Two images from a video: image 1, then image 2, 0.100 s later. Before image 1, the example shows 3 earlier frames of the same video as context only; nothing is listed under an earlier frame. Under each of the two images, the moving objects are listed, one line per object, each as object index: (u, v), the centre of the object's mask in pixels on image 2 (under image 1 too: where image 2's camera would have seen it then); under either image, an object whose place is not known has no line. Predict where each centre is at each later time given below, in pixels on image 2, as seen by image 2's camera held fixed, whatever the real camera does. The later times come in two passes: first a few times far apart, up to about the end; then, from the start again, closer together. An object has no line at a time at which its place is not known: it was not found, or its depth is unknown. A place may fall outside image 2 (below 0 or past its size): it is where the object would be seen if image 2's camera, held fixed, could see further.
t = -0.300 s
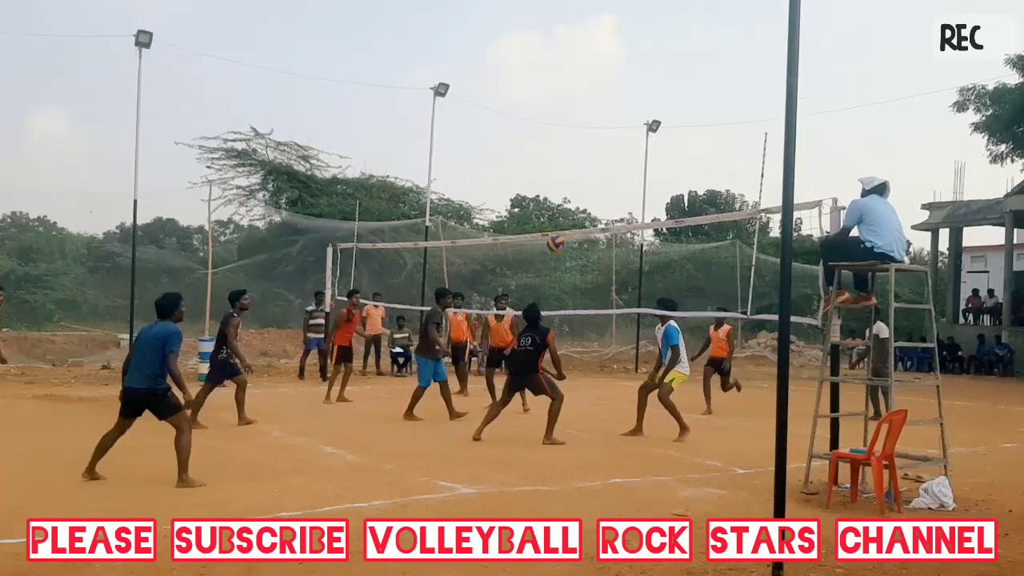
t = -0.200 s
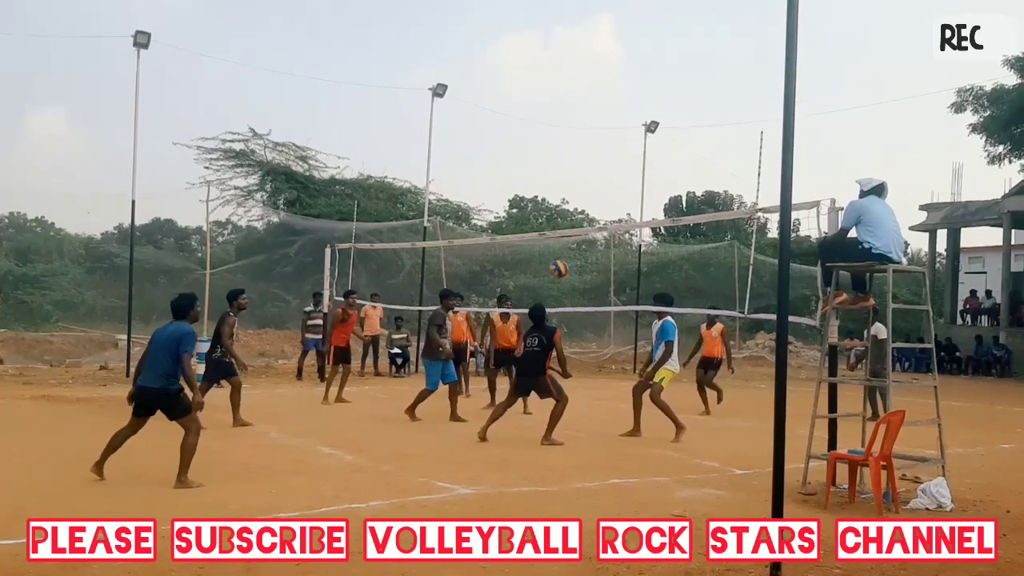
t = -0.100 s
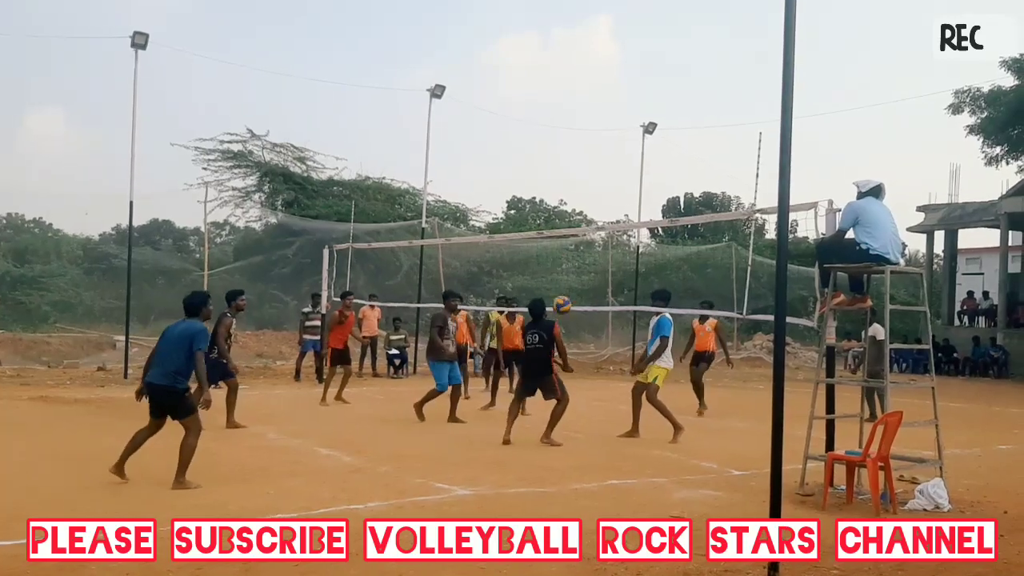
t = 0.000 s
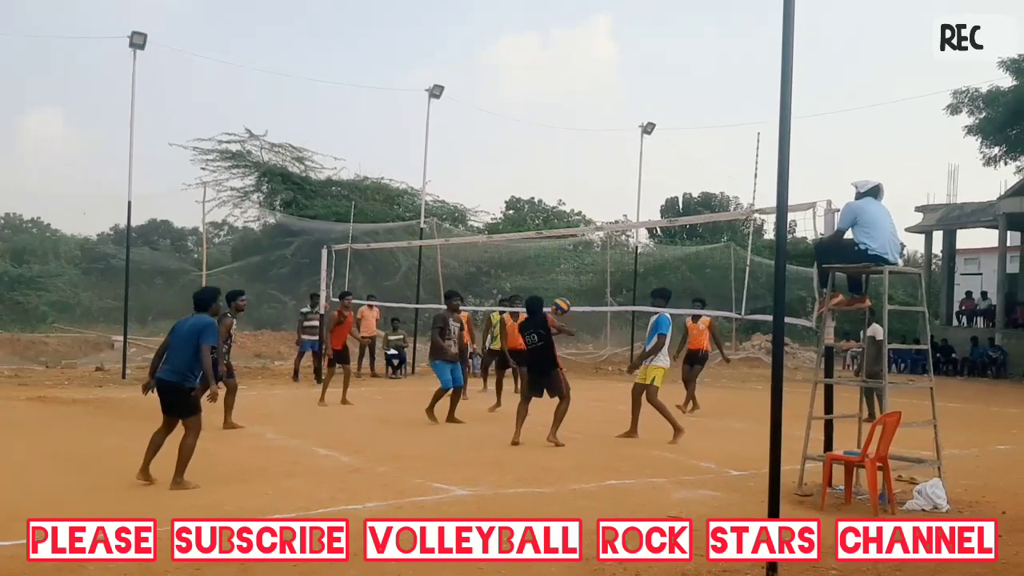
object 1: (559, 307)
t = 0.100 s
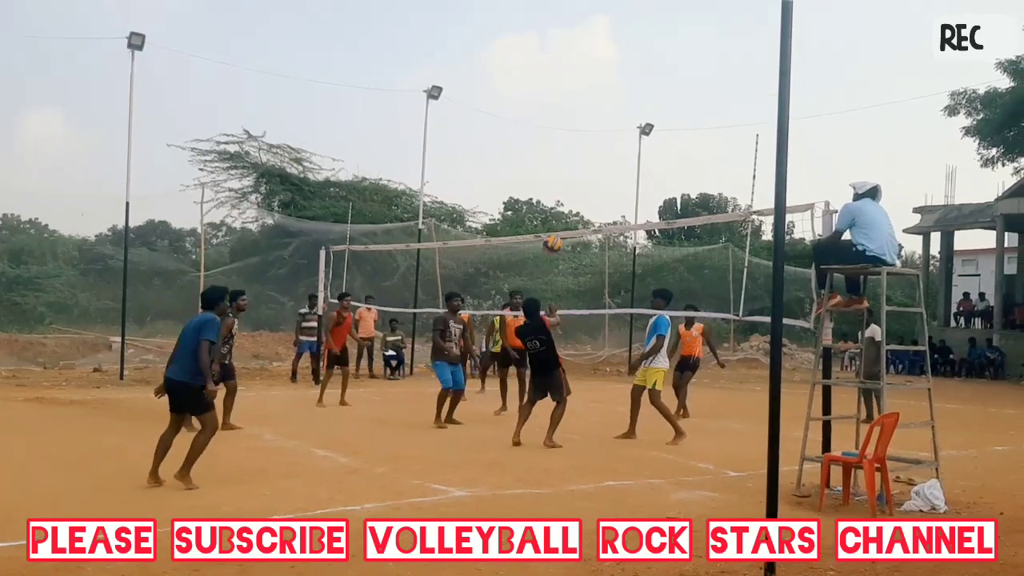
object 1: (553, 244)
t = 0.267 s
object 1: (539, 157)
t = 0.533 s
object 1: (517, 69)
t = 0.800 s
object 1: (493, 42)
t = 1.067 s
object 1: (467, 77)
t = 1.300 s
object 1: (442, 159)
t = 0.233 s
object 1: (542, 172)
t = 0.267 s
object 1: (539, 157)
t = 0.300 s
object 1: (536, 143)
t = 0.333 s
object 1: (534, 129)
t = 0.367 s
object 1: (531, 117)
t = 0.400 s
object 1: (528, 105)
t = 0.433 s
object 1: (525, 95)
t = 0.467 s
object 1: (523, 85)
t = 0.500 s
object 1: (520, 77)
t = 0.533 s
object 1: (517, 69)
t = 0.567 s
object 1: (514, 62)
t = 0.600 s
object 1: (511, 56)
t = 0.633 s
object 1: (508, 52)
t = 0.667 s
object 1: (505, 48)
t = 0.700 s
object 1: (502, 45)
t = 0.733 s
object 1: (499, 43)
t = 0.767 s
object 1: (496, 42)
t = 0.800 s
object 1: (493, 42)
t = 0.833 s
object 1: (490, 44)
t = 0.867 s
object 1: (487, 46)
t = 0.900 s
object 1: (484, 48)
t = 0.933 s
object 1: (480, 52)
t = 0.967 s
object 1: (477, 57)
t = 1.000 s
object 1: (474, 63)
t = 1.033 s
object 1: (470, 69)
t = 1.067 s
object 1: (467, 77)
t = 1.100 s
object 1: (463, 86)
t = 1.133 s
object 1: (460, 96)
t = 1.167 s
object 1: (456, 107)
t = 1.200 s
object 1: (453, 118)
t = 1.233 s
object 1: (449, 131)
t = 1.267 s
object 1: (446, 144)
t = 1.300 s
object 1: (442, 159)
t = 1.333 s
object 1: (439, 174)
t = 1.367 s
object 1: (435, 191)
